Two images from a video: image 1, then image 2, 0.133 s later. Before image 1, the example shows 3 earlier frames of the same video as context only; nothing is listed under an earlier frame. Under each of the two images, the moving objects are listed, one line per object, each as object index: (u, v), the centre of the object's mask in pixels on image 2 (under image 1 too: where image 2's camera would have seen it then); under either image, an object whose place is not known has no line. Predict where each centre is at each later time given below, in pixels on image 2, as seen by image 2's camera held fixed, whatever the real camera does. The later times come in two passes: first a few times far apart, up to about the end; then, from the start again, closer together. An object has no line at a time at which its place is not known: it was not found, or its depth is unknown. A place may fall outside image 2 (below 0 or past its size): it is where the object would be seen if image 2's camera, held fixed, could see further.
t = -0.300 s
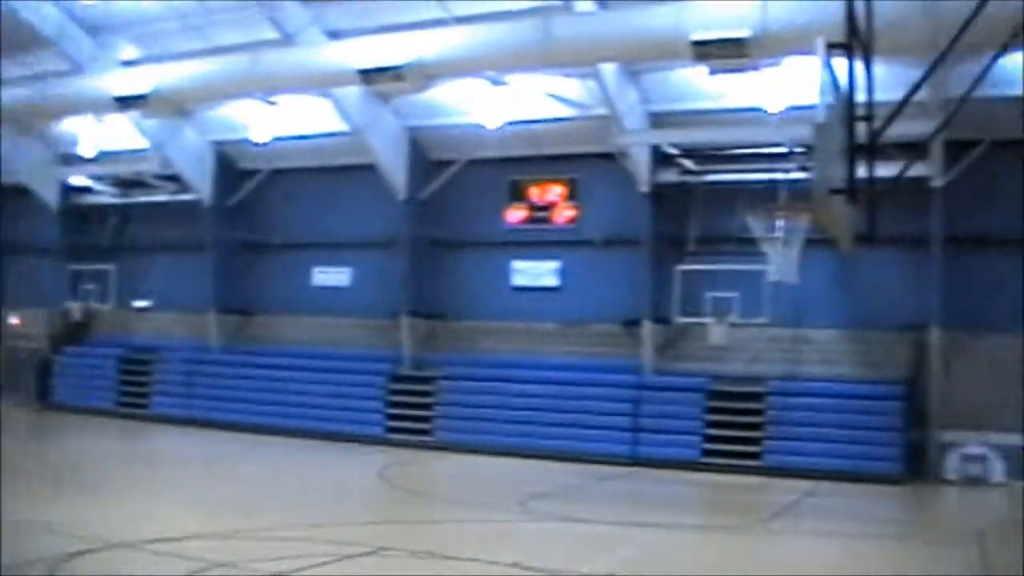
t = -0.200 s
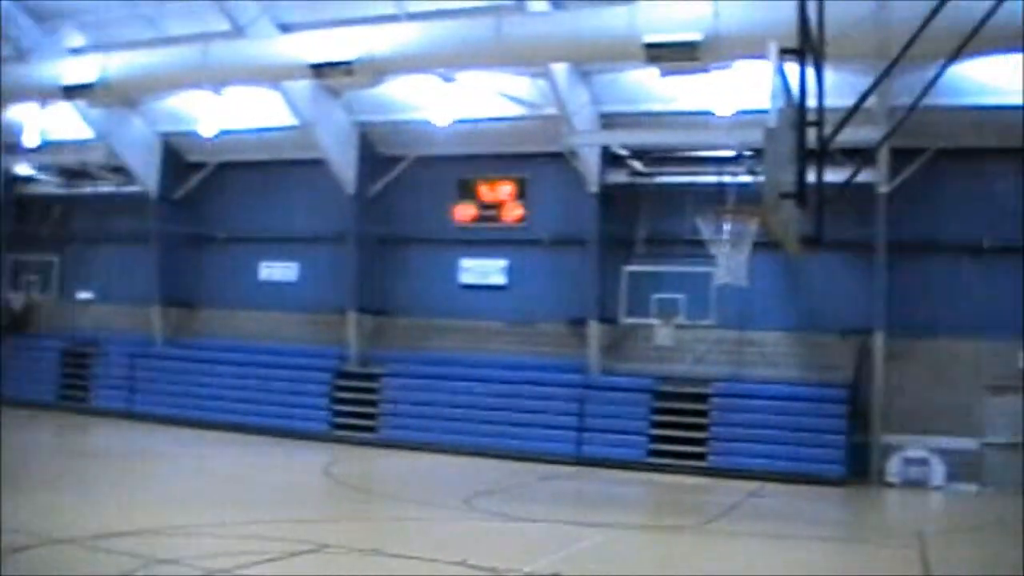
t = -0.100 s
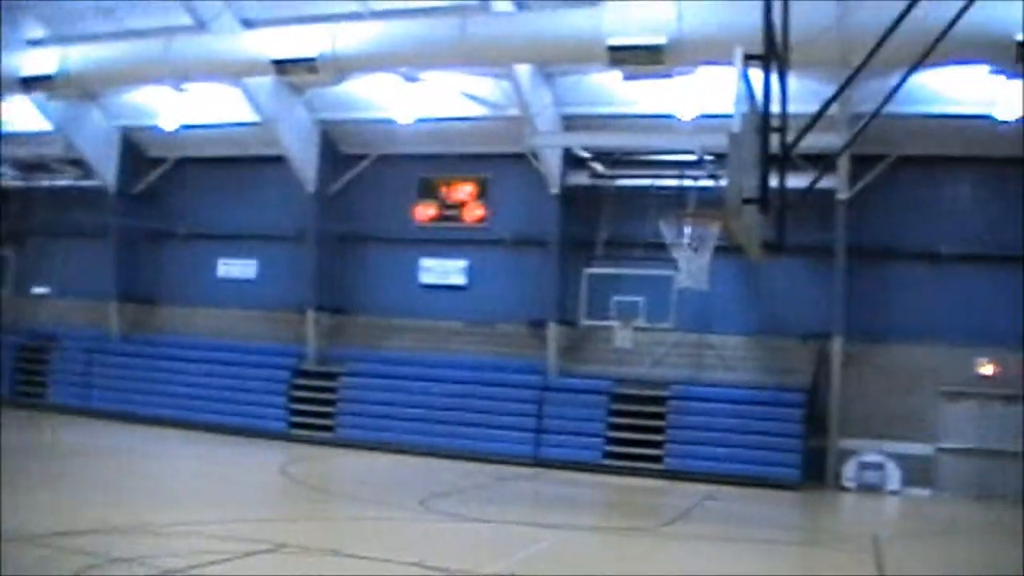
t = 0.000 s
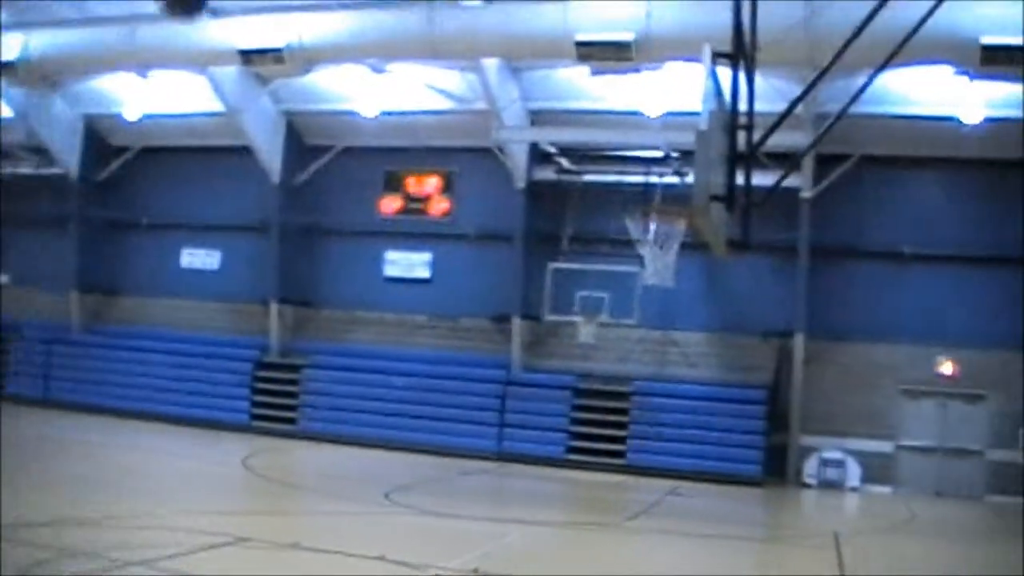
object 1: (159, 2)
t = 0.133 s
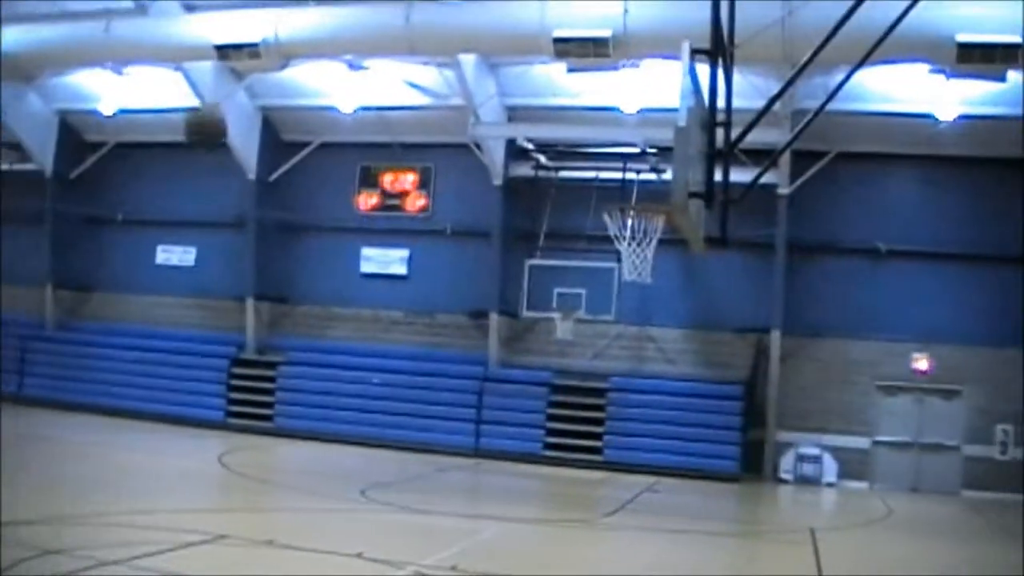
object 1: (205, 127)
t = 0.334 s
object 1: (264, 383)
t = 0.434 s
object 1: (292, 535)
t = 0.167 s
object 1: (215, 167)
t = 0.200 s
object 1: (225, 201)
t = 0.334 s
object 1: (264, 383)
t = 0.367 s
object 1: (274, 435)
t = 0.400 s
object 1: (283, 484)
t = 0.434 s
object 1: (292, 535)
